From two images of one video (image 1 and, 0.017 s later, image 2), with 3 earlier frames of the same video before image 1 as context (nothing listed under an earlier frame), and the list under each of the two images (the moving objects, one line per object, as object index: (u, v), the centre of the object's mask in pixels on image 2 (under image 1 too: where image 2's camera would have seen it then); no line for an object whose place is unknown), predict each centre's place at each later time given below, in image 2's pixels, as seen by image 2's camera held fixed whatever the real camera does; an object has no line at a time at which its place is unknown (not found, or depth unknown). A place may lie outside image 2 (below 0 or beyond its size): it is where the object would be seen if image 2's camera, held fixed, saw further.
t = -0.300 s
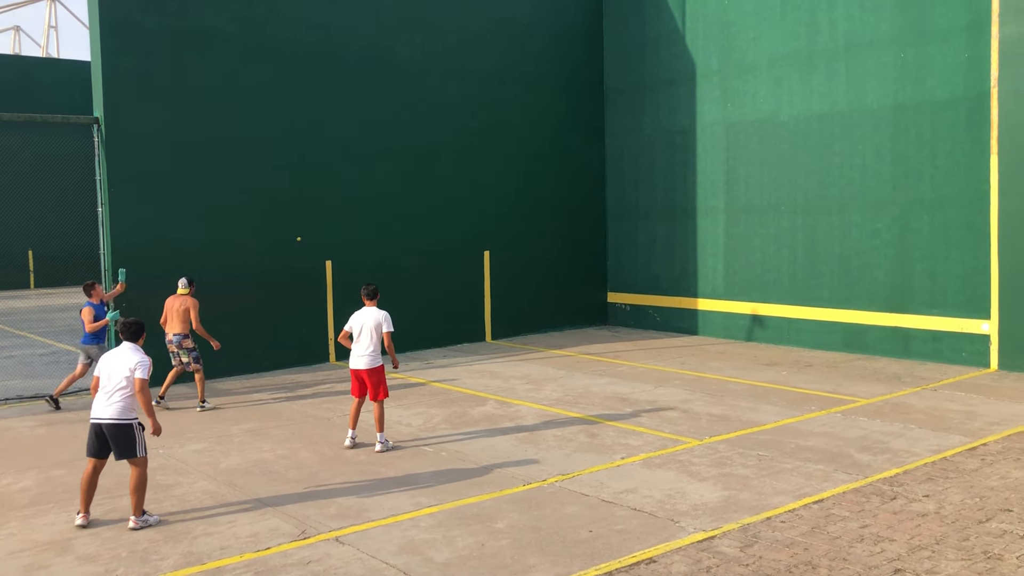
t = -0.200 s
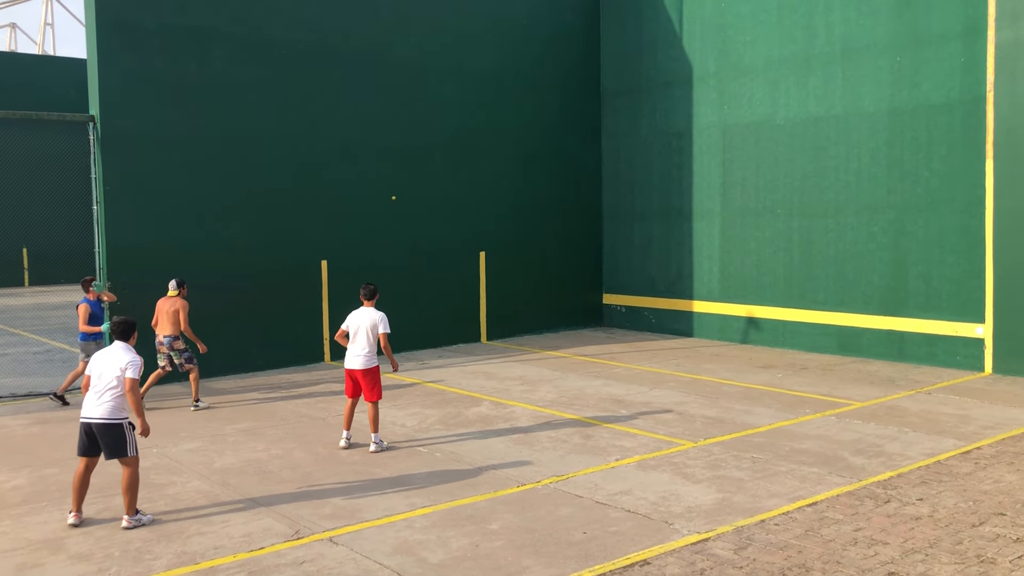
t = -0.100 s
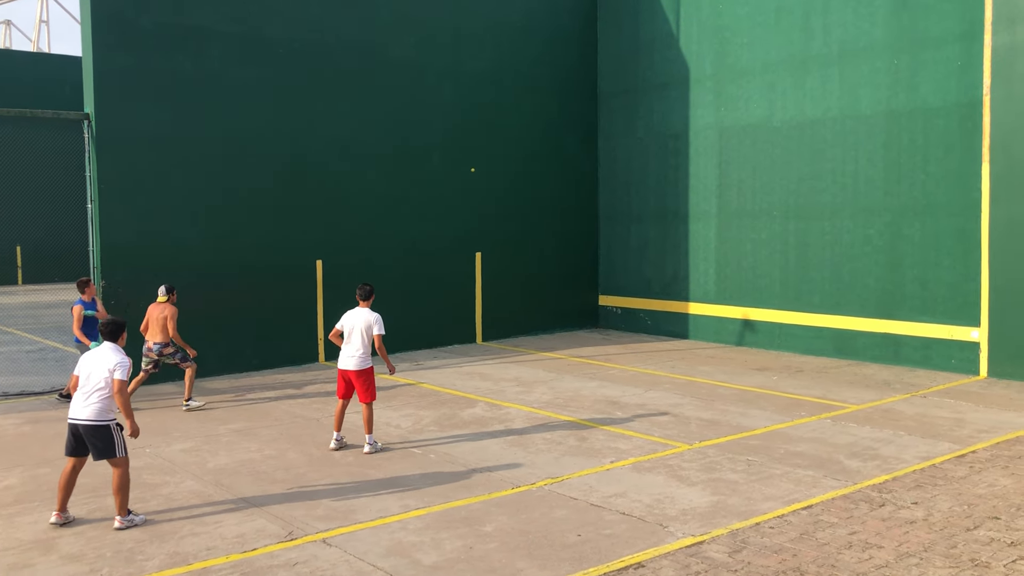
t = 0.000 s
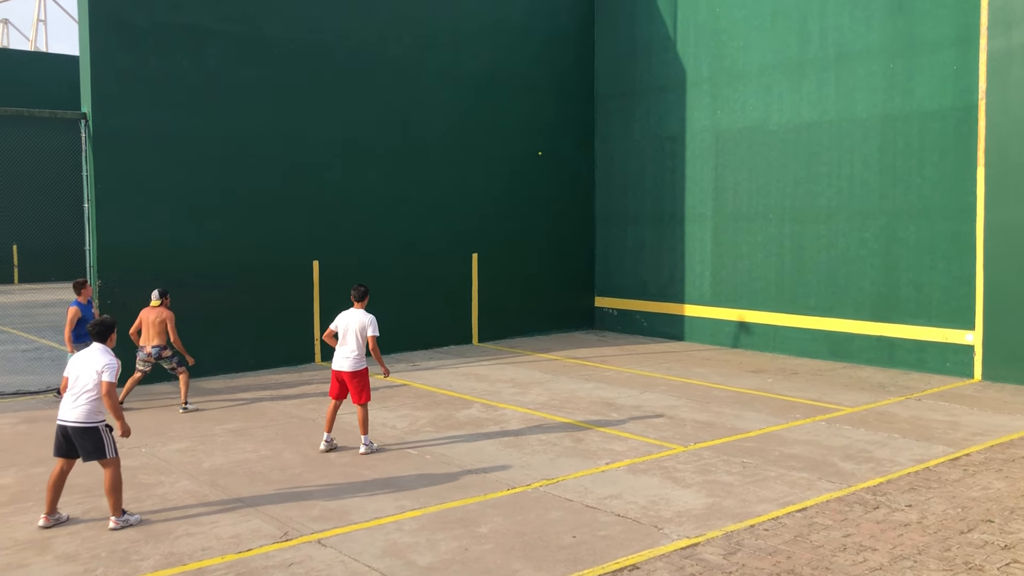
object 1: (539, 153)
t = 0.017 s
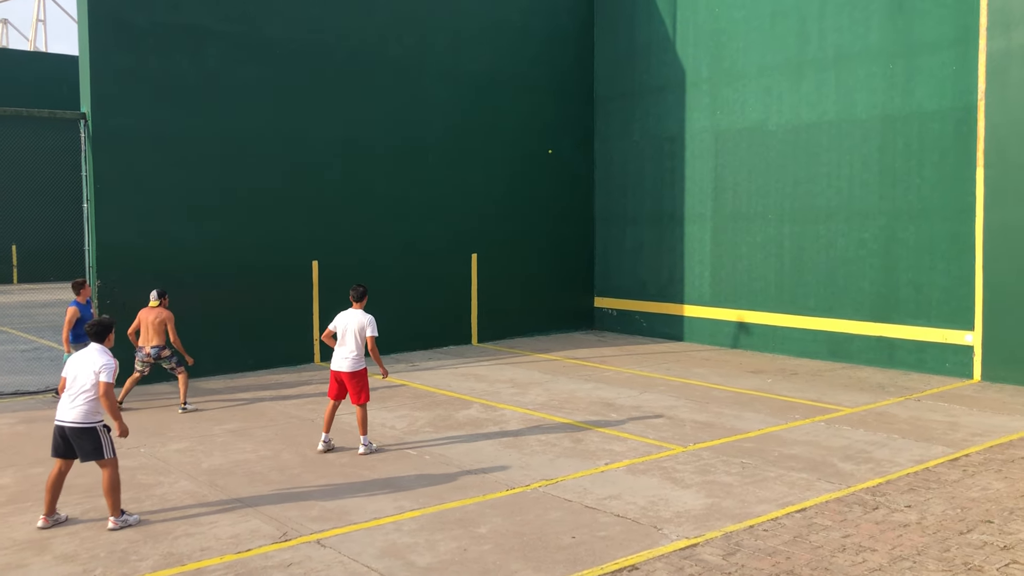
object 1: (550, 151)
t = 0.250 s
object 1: (548, 127)
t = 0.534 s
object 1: (448, 127)
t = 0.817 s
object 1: (325, 177)
